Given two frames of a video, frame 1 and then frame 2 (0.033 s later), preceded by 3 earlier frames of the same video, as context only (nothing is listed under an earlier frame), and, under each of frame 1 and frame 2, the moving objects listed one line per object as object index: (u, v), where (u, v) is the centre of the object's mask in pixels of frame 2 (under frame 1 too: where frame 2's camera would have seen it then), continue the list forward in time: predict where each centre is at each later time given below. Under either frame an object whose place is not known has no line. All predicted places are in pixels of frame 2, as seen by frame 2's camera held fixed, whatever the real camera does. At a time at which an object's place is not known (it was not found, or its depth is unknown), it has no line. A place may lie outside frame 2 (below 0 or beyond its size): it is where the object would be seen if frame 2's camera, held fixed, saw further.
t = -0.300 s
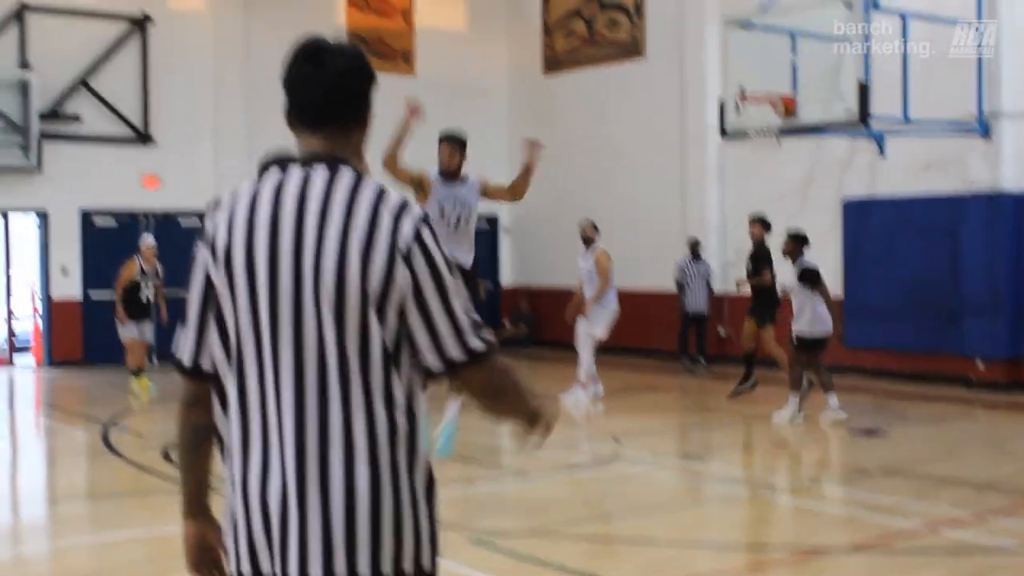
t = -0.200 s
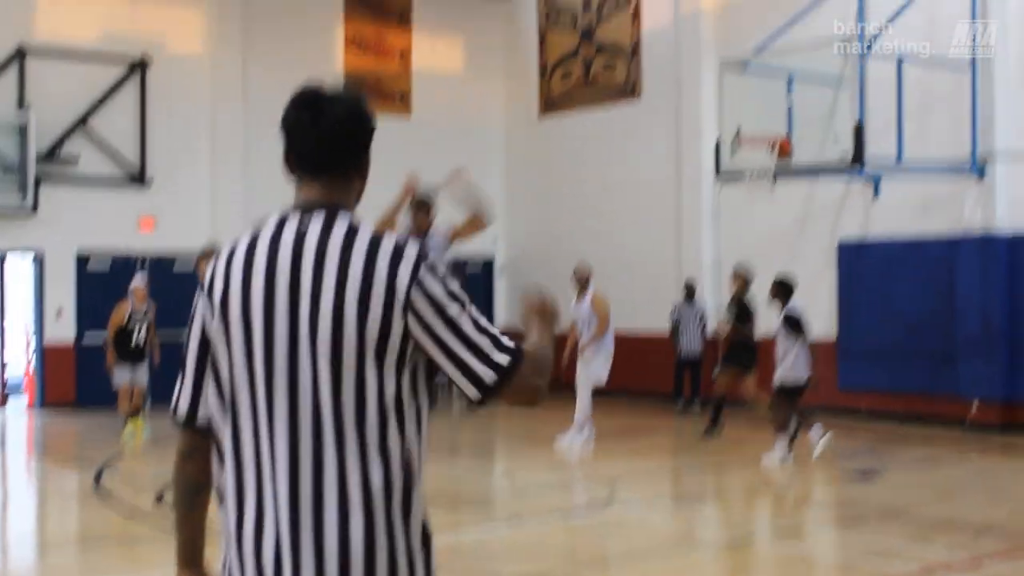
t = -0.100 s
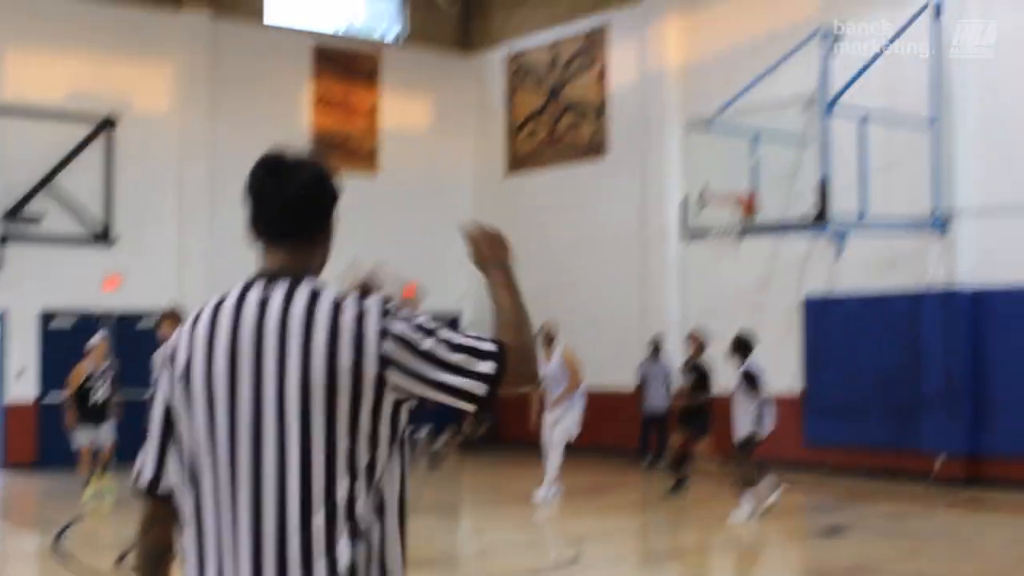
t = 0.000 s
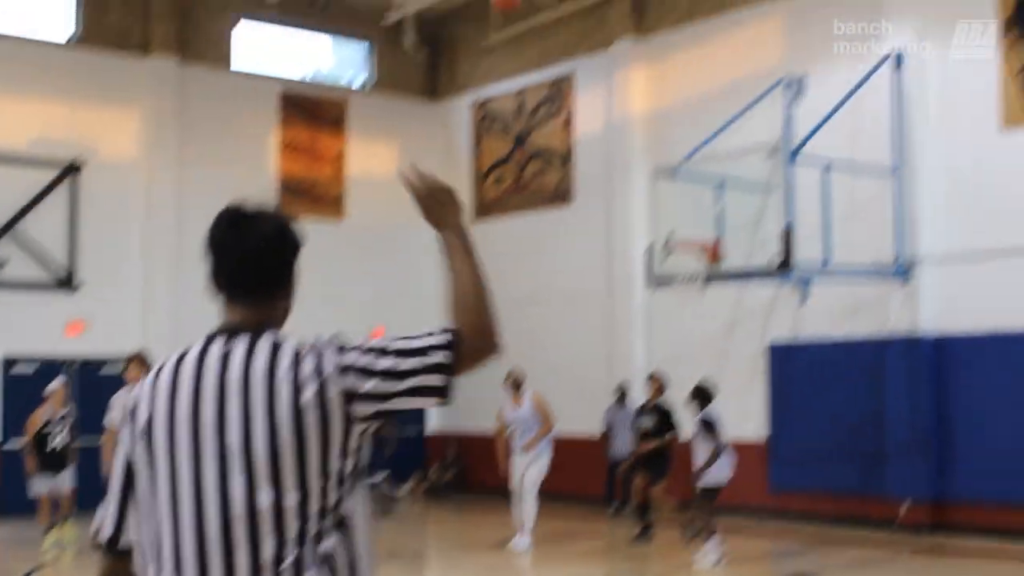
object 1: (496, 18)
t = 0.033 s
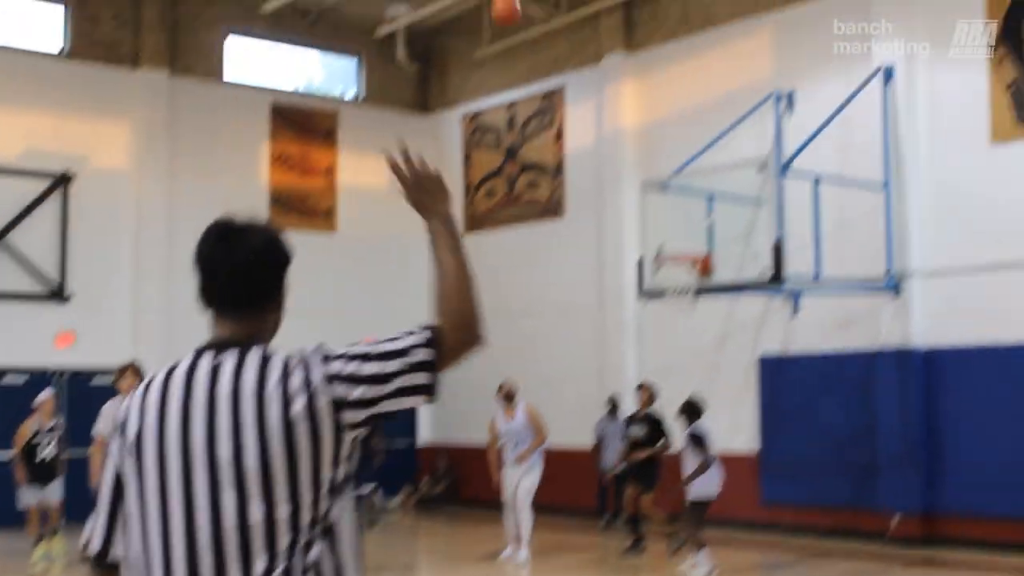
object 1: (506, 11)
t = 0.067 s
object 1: (516, 10)
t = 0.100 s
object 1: (525, 13)
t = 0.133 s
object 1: (532, 21)
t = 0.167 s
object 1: (540, 27)
